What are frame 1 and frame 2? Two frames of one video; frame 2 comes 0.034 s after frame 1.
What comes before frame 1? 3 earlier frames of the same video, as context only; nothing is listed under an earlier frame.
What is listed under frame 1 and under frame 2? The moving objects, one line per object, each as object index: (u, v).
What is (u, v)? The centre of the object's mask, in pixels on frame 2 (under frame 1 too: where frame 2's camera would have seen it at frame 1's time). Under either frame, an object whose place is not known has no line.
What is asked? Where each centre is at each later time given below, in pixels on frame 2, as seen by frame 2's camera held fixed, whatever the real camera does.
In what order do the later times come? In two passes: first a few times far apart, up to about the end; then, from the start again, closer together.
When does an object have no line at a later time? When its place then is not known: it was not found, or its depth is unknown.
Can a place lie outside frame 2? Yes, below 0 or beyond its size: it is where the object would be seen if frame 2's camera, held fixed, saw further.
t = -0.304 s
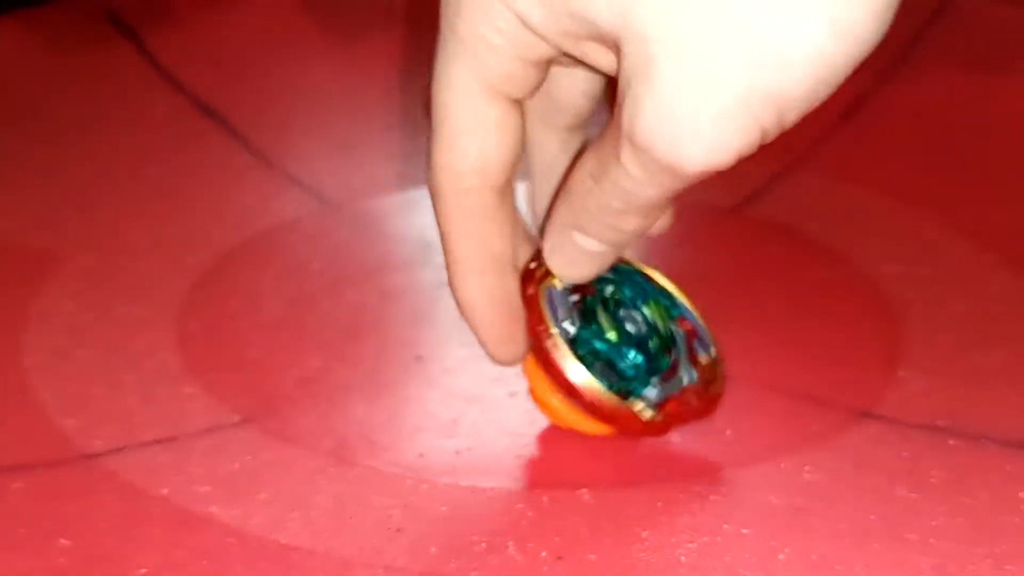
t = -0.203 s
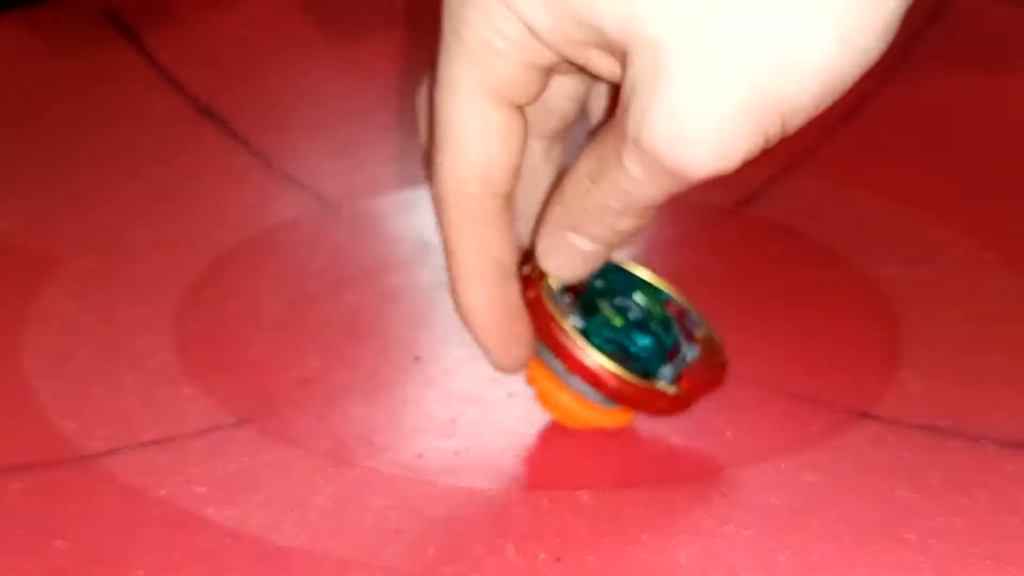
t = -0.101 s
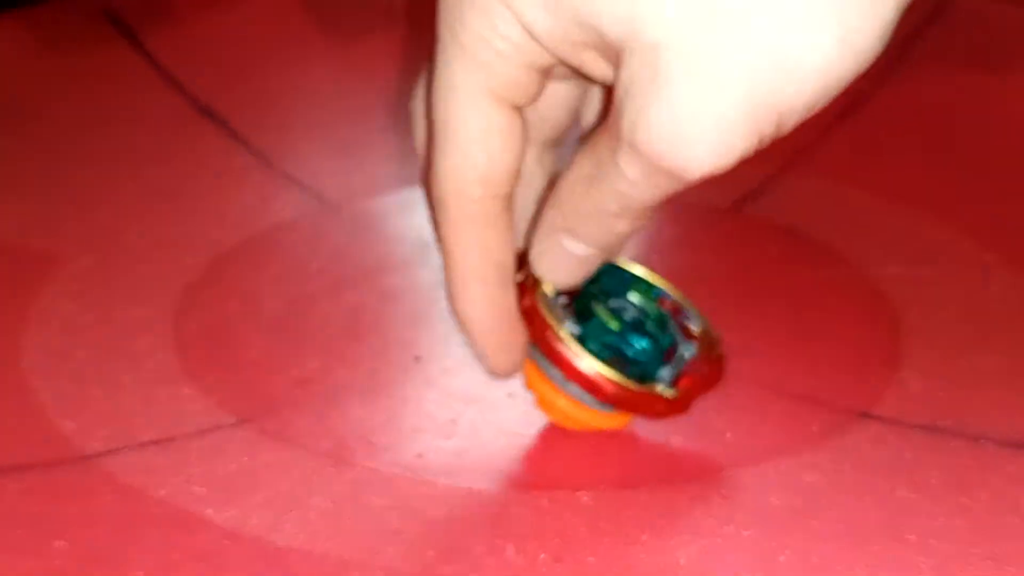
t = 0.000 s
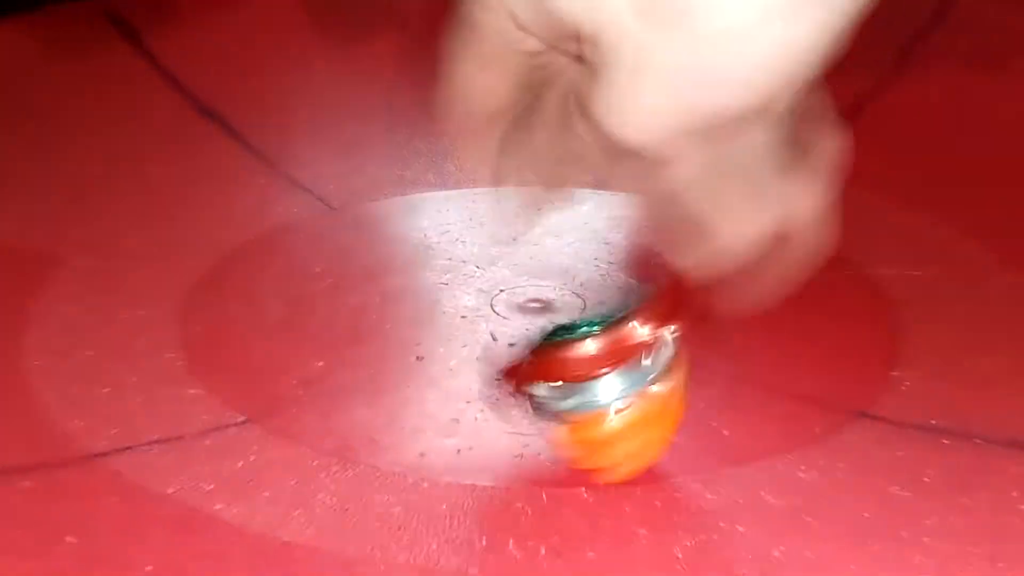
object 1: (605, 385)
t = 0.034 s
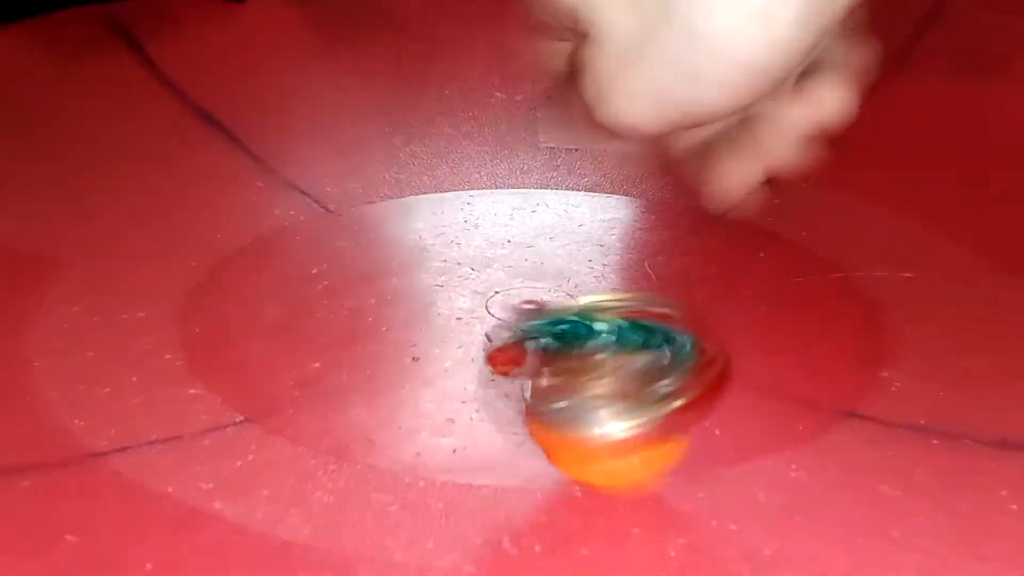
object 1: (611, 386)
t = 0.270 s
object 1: (563, 438)
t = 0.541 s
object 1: (545, 334)
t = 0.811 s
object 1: (711, 255)
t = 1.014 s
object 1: (864, 254)
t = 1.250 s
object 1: (901, 287)
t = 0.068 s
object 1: (618, 419)
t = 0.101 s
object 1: (620, 427)
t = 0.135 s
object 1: (619, 432)
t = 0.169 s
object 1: (608, 439)
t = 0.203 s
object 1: (591, 442)
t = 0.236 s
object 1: (579, 442)
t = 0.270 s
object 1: (563, 438)
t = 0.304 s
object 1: (547, 430)
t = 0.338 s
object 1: (538, 421)
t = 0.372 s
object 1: (531, 406)
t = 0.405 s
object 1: (522, 392)
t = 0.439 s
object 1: (524, 380)
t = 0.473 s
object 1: (530, 362)
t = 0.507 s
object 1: (533, 346)
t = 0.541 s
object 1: (545, 334)
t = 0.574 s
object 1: (562, 317)
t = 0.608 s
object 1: (574, 303)
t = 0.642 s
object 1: (591, 293)
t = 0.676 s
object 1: (616, 281)
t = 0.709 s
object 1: (635, 272)
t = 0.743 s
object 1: (659, 265)
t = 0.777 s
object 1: (687, 260)
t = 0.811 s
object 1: (711, 255)
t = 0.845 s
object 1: (735, 252)
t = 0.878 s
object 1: (766, 251)
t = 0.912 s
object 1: (793, 250)
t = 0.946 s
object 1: (816, 249)
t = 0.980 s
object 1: (842, 252)
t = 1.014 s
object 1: (864, 254)
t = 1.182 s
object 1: (912, 278)
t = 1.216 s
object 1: (911, 282)
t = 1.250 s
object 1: (901, 287)
